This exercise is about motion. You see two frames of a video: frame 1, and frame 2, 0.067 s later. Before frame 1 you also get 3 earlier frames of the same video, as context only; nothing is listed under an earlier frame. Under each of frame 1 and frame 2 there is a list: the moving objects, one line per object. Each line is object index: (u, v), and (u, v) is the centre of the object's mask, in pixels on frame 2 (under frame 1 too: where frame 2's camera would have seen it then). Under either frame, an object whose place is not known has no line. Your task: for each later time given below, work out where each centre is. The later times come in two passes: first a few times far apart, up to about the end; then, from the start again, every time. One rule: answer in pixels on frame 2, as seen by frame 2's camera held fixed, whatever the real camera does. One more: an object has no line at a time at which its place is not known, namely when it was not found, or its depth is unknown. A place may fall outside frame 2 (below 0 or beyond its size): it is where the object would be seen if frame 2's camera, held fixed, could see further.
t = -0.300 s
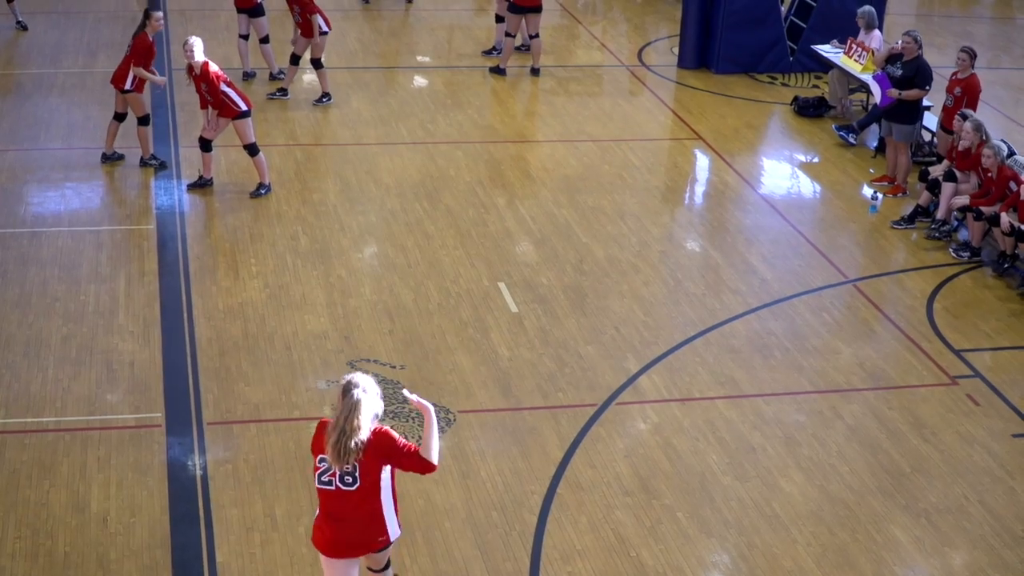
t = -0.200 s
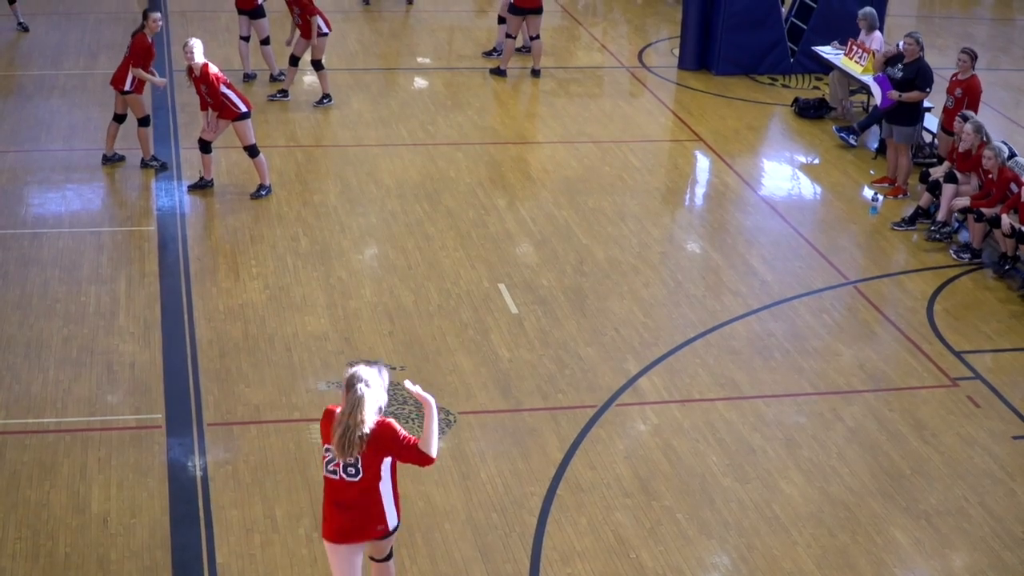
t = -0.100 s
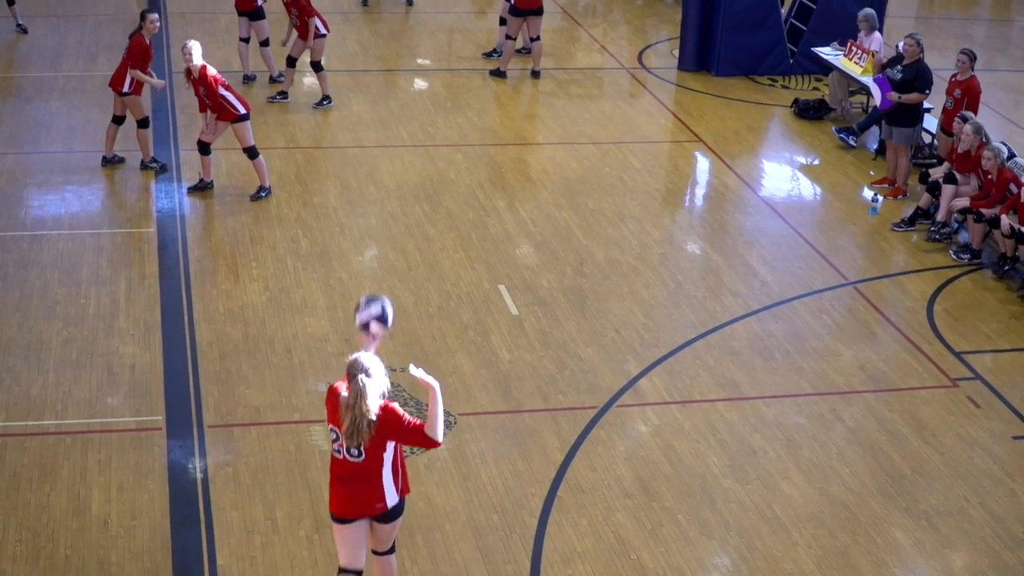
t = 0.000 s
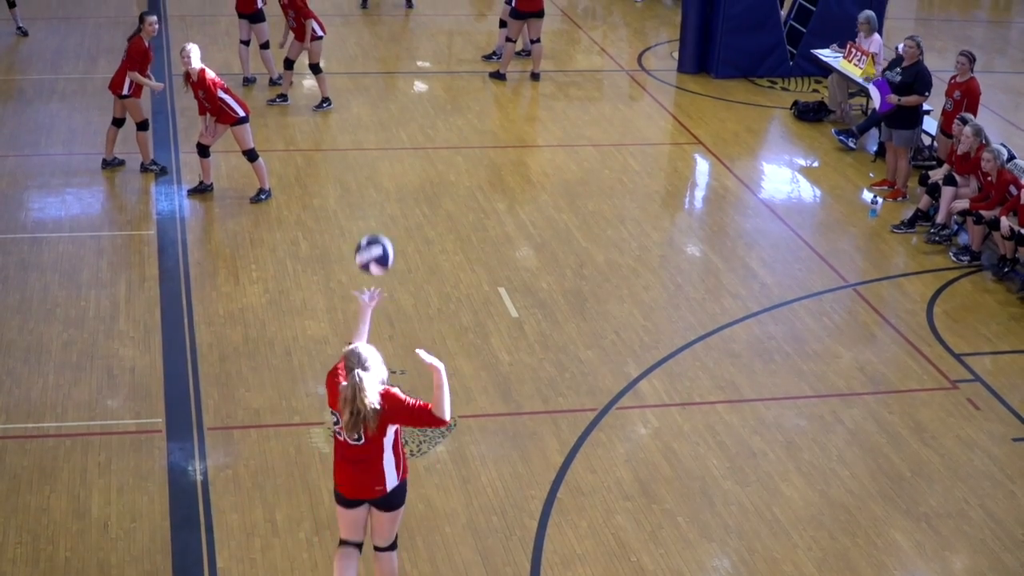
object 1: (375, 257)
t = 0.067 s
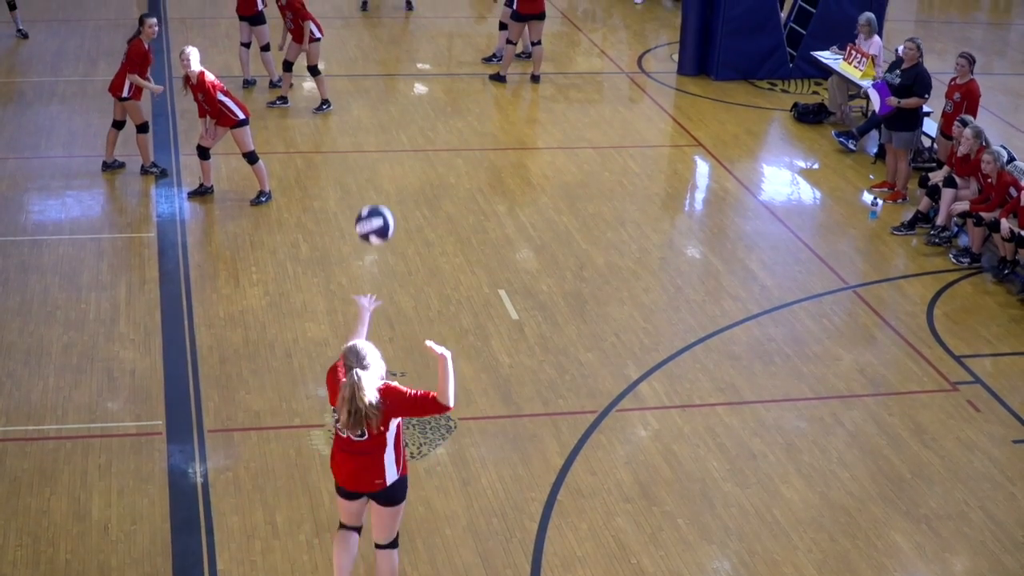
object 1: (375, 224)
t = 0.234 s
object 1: (374, 176)
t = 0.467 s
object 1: (373, 188)
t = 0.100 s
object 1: (374, 211)
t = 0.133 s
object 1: (374, 199)
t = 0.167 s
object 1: (374, 190)
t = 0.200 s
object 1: (374, 182)
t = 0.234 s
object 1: (374, 176)
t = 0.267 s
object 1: (374, 172)
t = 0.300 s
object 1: (374, 171)
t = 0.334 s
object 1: (373, 170)
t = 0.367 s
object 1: (373, 172)
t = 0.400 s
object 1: (373, 175)
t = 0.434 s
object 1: (372, 181)
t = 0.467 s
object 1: (373, 188)
